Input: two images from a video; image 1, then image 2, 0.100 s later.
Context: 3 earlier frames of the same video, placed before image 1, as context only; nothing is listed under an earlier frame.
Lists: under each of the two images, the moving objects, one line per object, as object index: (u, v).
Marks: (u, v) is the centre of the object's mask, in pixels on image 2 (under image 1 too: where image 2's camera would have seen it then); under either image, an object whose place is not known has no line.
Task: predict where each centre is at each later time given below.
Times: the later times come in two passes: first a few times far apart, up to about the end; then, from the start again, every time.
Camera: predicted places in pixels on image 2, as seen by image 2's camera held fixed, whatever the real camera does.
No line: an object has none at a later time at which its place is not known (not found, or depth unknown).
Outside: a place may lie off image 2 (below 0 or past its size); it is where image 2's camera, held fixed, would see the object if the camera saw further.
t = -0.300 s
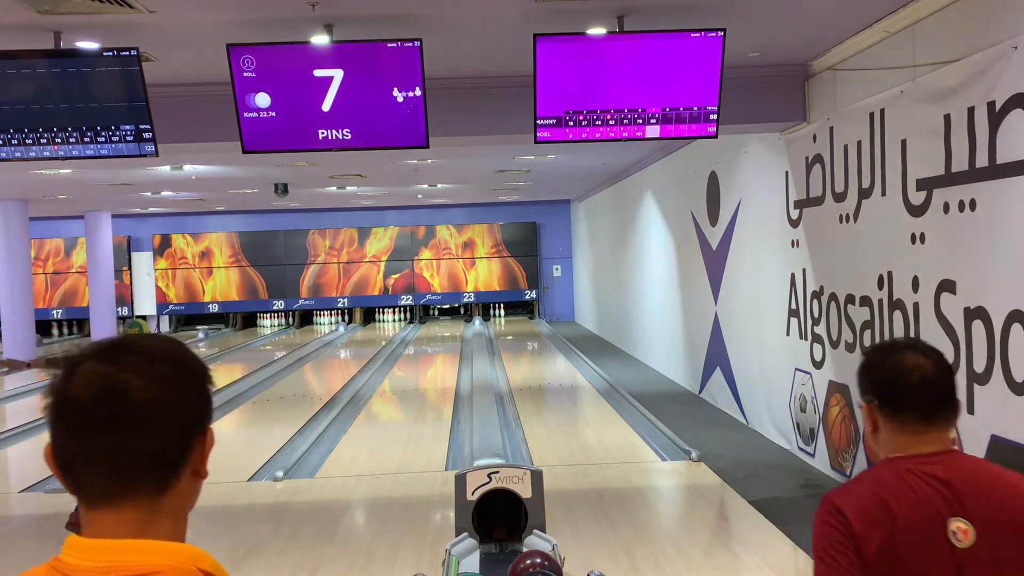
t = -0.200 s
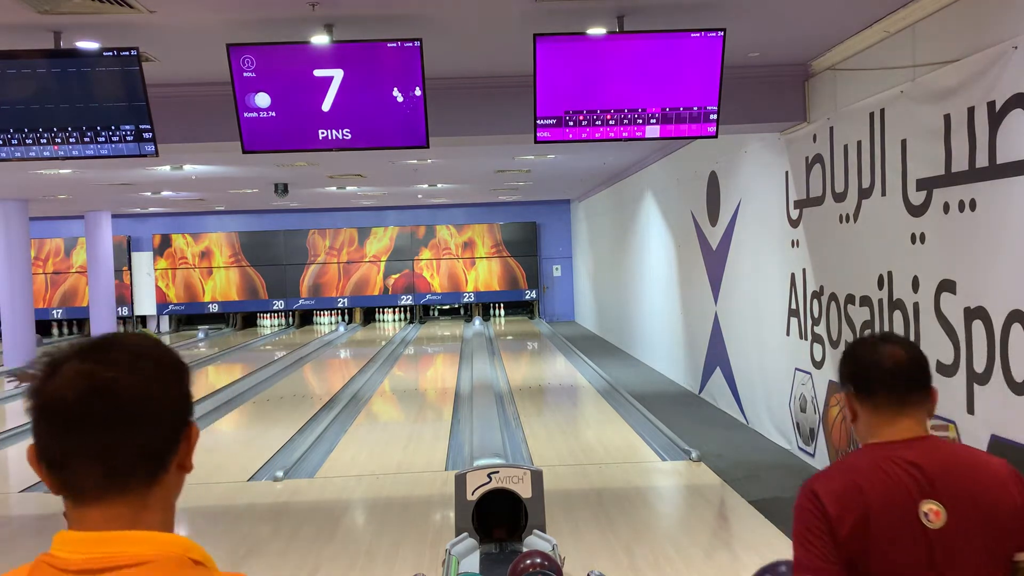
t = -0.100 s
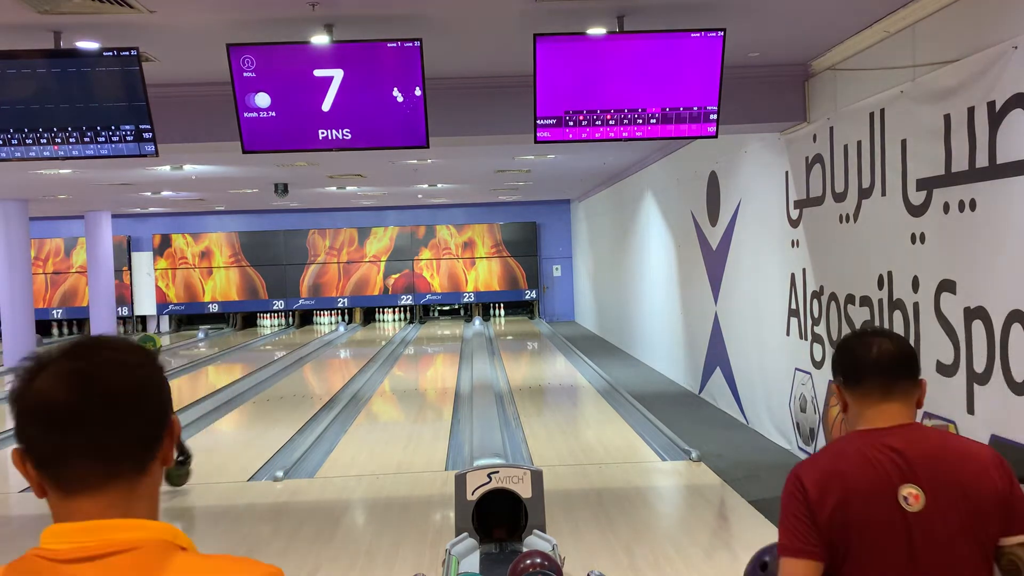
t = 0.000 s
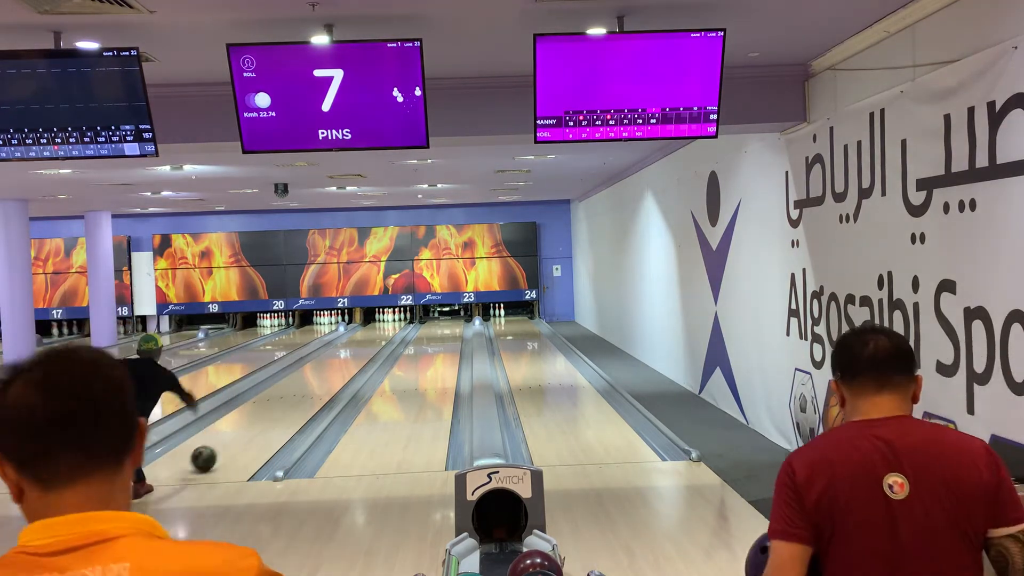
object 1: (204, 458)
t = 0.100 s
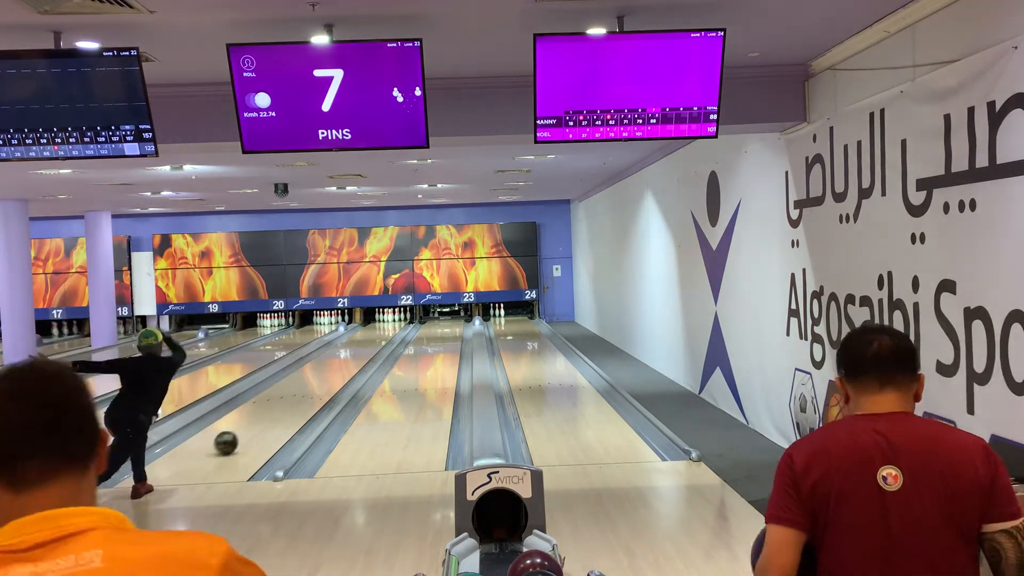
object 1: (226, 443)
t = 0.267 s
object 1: (256, 421)
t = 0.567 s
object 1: (296, 393)
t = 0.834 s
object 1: (321, 375)
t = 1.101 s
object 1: (340, 362)
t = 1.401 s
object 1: (356, 350)
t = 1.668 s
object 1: (367, 342)
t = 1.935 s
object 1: (376, 335)
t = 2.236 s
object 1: (383, 329)
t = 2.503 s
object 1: (387, 325)
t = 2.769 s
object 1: (388, 321)
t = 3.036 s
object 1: (389, 318)
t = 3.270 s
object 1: (391, 318)
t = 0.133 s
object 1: (233, 438)
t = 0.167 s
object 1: (239, 433)
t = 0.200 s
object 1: (245, 429)
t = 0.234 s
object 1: (251, 425)
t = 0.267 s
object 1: (256, 421)
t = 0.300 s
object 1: (262, 417)
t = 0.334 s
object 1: (267, 414)
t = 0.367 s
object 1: (271, 411)
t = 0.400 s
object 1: (276, 407)
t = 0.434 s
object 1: (280, 404)
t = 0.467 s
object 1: (284, 401)
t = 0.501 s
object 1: (288, 399)
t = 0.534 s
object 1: (292, 396)
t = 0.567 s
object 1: (296, 393)
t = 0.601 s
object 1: (300, 390)
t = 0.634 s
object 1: (303, 388)
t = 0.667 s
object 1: (306, 386)
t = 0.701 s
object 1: (309, 384)
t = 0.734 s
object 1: (312, 382)
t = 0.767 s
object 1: (315, 379)
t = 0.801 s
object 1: (318, 377)
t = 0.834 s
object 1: (321, 375)
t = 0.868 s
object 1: (324, 373)
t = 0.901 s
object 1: (326, 372)
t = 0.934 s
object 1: (328, 370)
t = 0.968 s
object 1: (331, 368)
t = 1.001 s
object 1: (333, 366)
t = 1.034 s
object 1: (335, 365)
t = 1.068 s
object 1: (338, 363)
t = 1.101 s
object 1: (340, 362)
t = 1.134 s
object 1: (342, 360)
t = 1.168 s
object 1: (344, 359)
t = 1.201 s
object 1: (345, 358)
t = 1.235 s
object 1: (347, 356)
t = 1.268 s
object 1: (349, 355)
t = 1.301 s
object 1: (351, 354)
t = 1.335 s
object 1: (353, 352)
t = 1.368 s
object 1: (354, 351)
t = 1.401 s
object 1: (356, 350)
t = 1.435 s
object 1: (357, 349)
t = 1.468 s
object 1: (359, 348)
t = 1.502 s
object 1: (360, 347)
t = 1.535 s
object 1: (362, 346)
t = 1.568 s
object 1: (363, 345)
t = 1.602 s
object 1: (364, 343)
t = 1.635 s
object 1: (366, 343)
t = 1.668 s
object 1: (367, 342)
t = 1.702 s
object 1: (368, 341)
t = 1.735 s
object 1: (369, 340)
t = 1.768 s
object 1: (371, 339)
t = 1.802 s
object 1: (371, 338)
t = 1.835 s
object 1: (373, 337)
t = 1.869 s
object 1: (374, 337)
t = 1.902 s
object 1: (375, 336)
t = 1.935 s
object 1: (376, 335)
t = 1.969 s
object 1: (377, 334)
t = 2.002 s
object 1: (377, 334)
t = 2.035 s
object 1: (378, 333)
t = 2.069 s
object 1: (379, 332)
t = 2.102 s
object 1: (380, 332)
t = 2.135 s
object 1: (381, 331)
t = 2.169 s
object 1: (381, 330)
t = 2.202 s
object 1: (382, 330)
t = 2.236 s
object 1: (383, 329)
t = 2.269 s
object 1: (383, 328)
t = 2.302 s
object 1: (384, 328)
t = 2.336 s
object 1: (384, 327)
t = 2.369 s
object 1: (385, 326)
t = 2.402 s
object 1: (385, 326)
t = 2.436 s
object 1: (386, 325)
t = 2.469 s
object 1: (387, 325)
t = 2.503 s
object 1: (387, 325)
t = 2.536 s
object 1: (387, 324)
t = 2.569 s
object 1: (388, 324)
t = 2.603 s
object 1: (388, 323)
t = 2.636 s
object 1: (388, 323)
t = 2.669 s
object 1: (388, 322)
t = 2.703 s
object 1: (388, 322)
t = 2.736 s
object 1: (389, 322)
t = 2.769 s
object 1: (388, 321)
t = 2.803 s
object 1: (389, 321)
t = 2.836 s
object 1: (389, 320)
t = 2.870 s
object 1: (389, 320)
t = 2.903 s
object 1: (390, 319)
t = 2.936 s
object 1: (389, 319)
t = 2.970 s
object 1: (389, 319)
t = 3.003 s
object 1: (389, 318)
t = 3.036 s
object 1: (389, 318)
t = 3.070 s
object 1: (389, 318)
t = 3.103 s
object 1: (390, 317)
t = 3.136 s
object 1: (389, 318)
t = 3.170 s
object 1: (389, 317)
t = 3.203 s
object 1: (389, 317)
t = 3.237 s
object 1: (391, 318)
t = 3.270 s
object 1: (391, 318)
